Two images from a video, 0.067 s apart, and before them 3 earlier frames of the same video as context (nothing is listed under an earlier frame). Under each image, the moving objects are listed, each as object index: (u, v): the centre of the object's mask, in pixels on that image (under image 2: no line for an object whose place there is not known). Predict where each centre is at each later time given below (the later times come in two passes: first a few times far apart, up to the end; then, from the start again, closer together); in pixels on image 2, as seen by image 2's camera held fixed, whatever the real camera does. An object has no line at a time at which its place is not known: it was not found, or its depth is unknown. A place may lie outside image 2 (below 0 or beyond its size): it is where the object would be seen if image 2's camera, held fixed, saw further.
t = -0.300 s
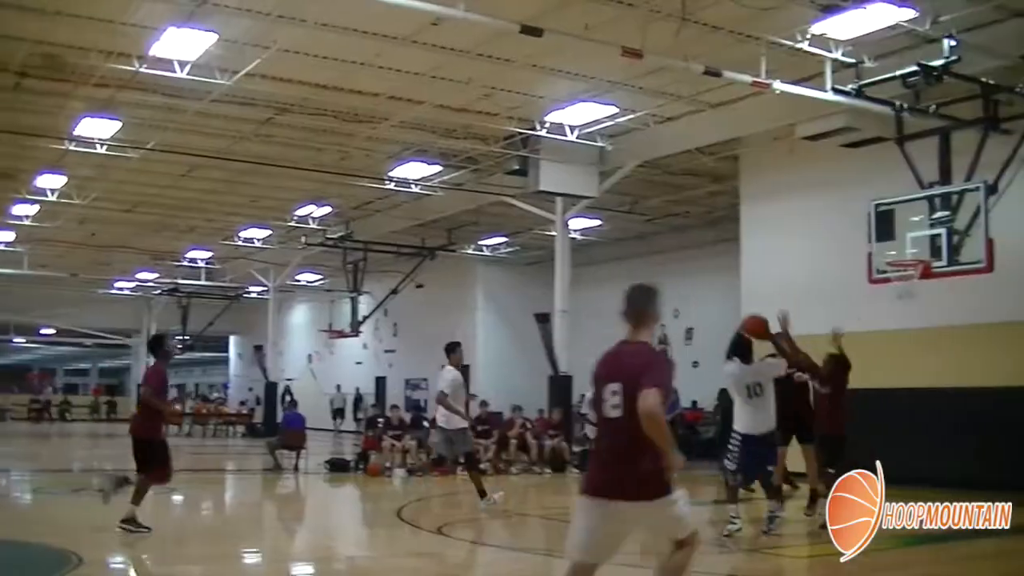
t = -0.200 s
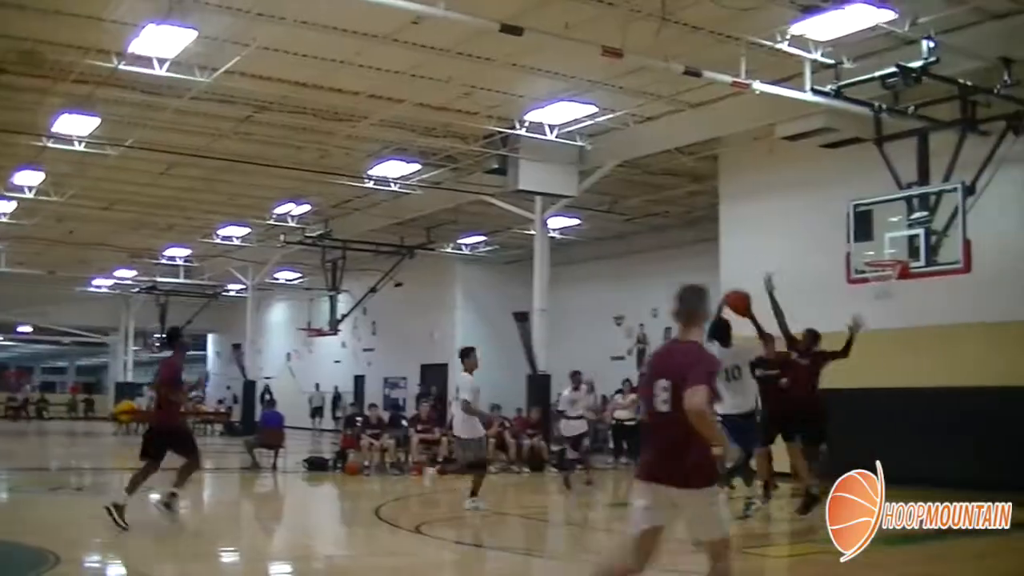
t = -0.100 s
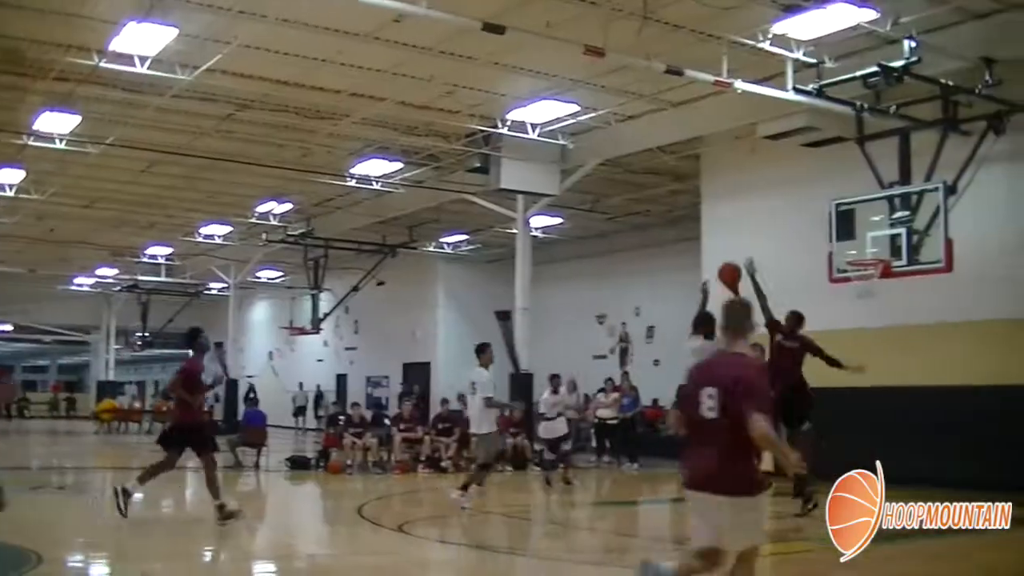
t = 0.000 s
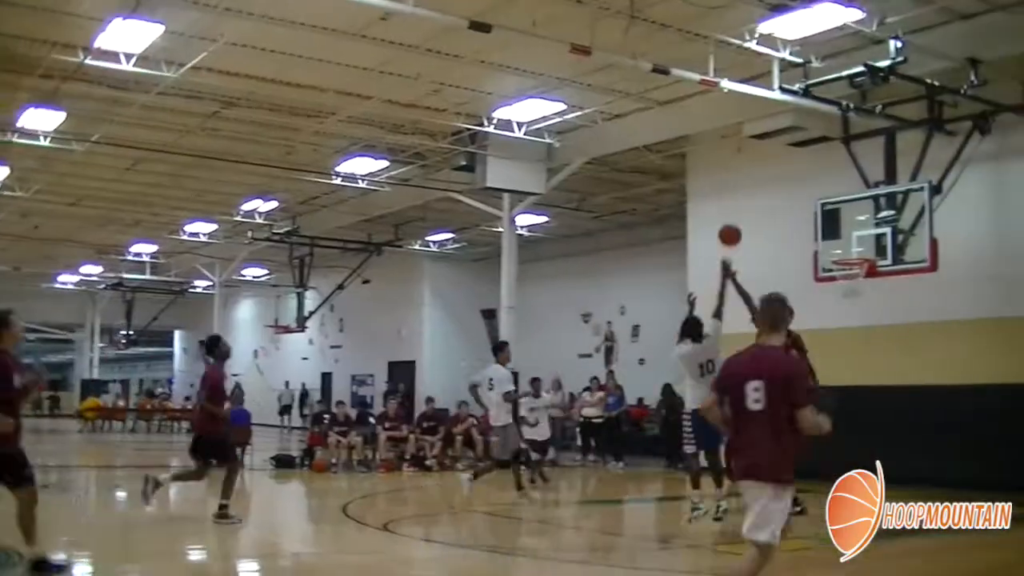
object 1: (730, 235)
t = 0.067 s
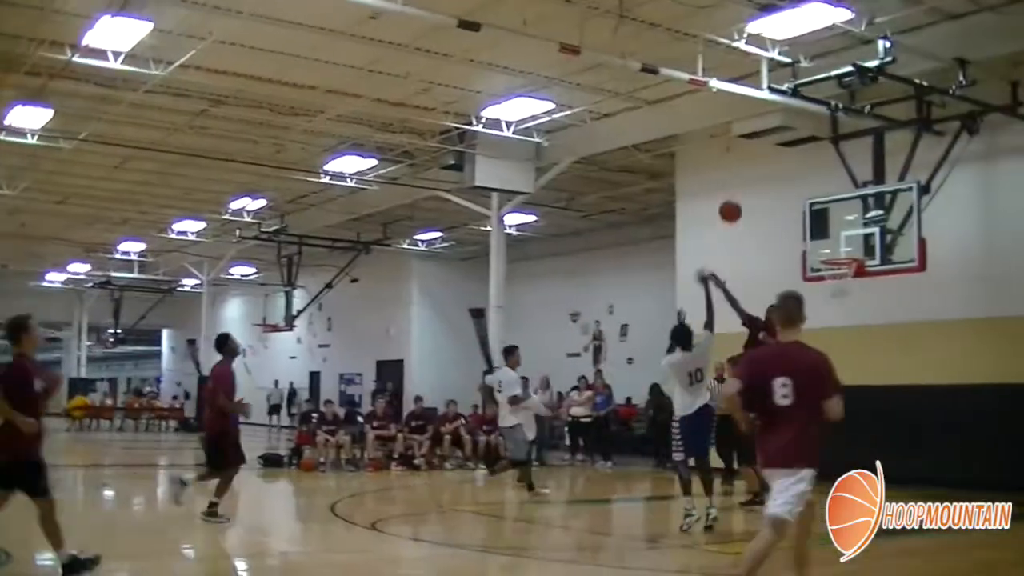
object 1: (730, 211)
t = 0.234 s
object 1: (759, 175)
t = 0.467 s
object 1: (795, 168)
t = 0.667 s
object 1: (822, 199)
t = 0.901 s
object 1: (848, 243)
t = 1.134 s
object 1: (847, 231)
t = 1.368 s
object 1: (820, 244)
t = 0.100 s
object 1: (736, 202)
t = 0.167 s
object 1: (747, 187)
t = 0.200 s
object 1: (753, 180)
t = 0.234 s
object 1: (759, 175)
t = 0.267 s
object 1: (764, 171)
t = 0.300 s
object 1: (770, 168)
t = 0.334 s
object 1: (775, 166)
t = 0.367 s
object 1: (780, 165)
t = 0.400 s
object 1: (784, 165)
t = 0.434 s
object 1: (790, 166)
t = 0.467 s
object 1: (795, 168)
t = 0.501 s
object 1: (800, 171)
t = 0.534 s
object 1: (804, 175)
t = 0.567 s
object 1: (809, 180)
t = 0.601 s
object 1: (814, 185)
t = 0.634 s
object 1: (818, 192)
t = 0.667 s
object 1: (822, 199)
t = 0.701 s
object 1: (828, 206)
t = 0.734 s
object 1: (830, 216)
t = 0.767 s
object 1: (835, 225)
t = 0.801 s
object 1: (840, 236)
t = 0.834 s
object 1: (844, 247)
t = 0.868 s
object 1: (846, 248)
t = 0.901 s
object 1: (848, 243)
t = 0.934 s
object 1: (849, 241)
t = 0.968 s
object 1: (850, 237)
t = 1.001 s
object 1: (852, 235)
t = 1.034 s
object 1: (853, 234)
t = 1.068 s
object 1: (854, 234)
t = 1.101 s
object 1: (851, 233)
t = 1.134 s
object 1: (847, 231)
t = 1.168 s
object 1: (843, 231)
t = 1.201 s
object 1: (839, 231)
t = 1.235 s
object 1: (835, 232)
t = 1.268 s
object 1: (831, 233)
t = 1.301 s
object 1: (828, 236)
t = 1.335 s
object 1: (824, 239)
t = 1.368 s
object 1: (820, 244)
